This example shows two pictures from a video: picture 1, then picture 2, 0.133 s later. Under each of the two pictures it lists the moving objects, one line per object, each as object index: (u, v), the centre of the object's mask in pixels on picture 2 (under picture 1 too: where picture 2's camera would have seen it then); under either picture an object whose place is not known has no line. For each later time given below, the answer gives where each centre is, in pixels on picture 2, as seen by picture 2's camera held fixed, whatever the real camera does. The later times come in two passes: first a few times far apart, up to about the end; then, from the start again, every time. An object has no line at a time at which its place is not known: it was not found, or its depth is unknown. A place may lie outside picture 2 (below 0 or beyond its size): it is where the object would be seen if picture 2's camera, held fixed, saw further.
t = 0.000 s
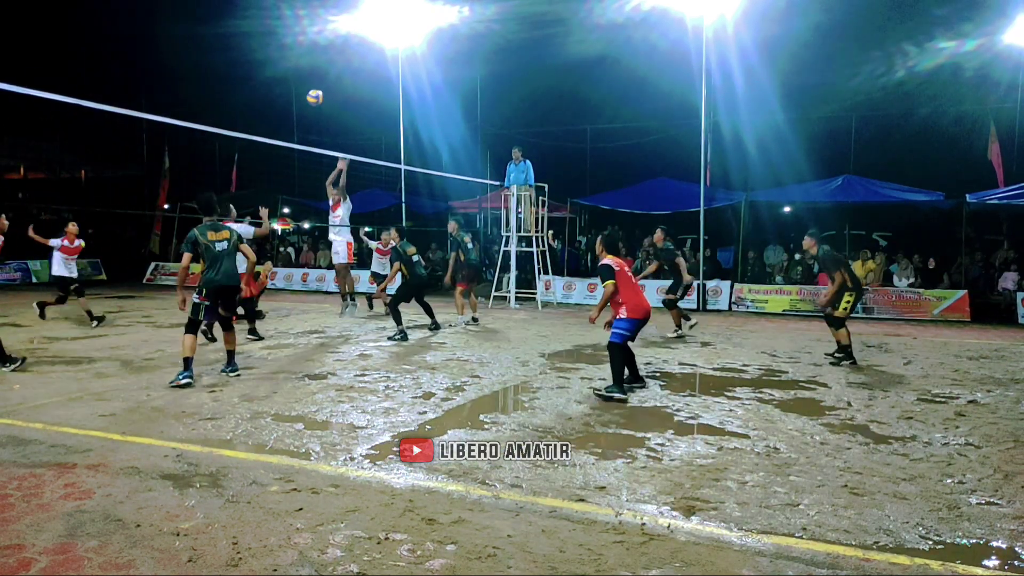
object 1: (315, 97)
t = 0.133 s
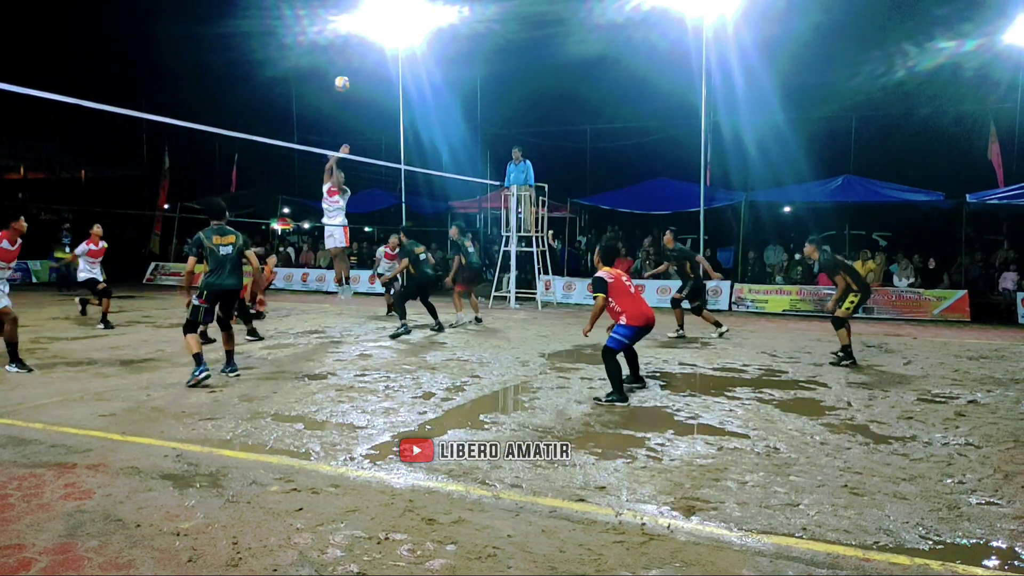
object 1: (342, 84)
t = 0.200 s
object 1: (353, 82)
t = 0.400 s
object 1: (384, 95)
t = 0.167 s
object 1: (347, 82)
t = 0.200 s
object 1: (353, 82)
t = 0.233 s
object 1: (358, 82)
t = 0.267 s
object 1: (364, 84)
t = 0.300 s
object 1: (369, 86)
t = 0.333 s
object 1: (374, 88)
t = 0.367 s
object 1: (379, 91)
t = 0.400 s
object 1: (384, 95)
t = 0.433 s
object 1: (389, 99)
